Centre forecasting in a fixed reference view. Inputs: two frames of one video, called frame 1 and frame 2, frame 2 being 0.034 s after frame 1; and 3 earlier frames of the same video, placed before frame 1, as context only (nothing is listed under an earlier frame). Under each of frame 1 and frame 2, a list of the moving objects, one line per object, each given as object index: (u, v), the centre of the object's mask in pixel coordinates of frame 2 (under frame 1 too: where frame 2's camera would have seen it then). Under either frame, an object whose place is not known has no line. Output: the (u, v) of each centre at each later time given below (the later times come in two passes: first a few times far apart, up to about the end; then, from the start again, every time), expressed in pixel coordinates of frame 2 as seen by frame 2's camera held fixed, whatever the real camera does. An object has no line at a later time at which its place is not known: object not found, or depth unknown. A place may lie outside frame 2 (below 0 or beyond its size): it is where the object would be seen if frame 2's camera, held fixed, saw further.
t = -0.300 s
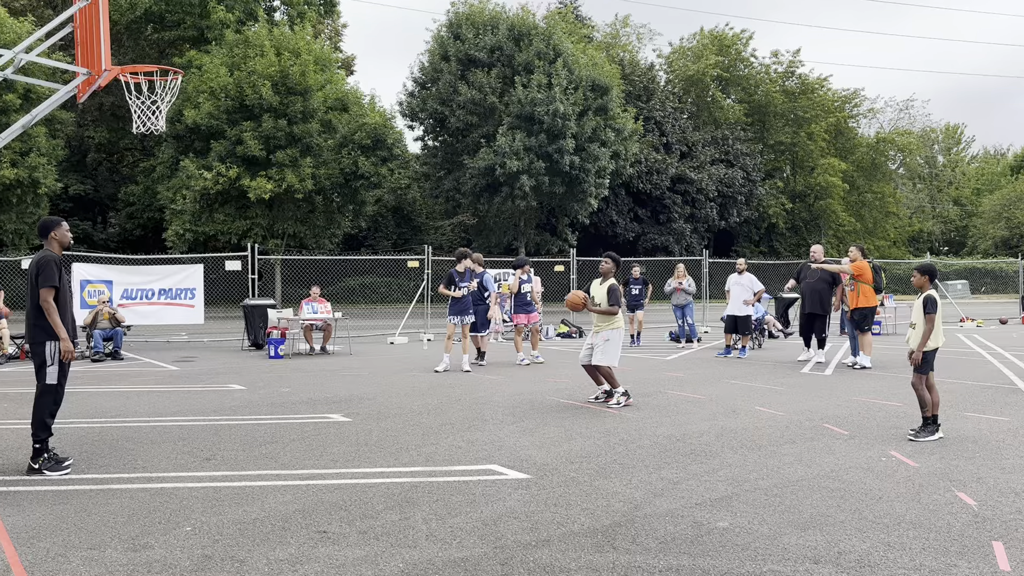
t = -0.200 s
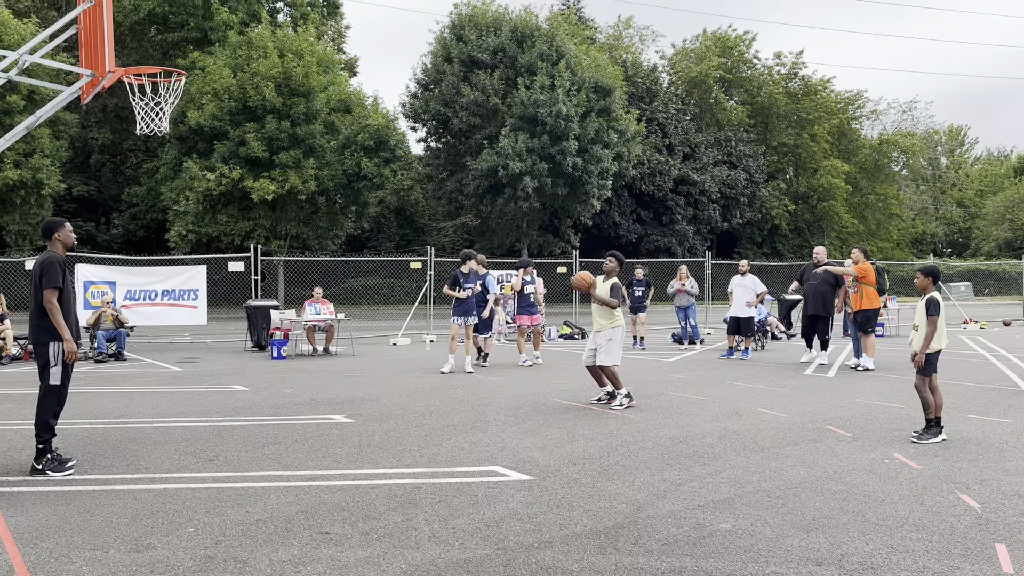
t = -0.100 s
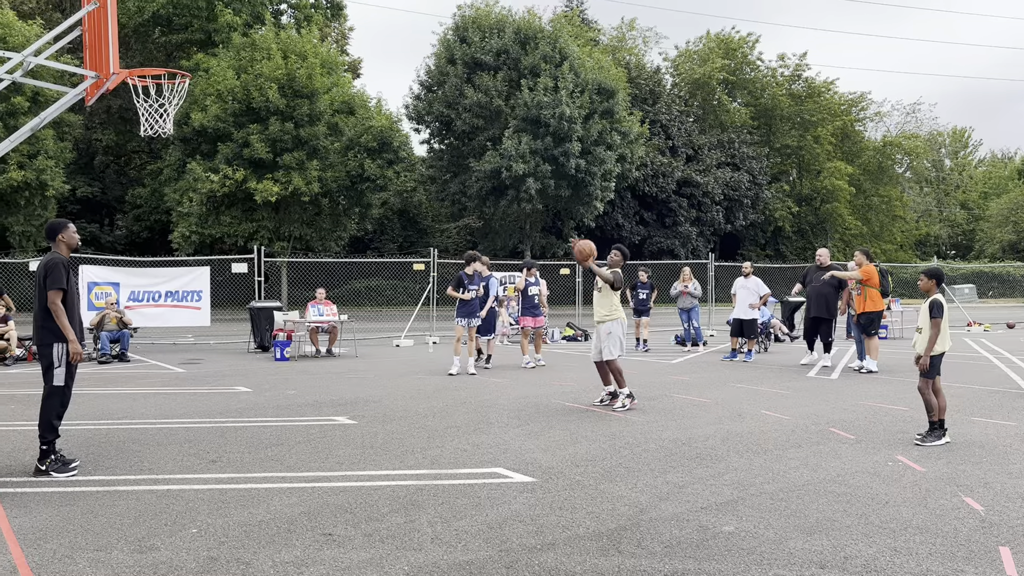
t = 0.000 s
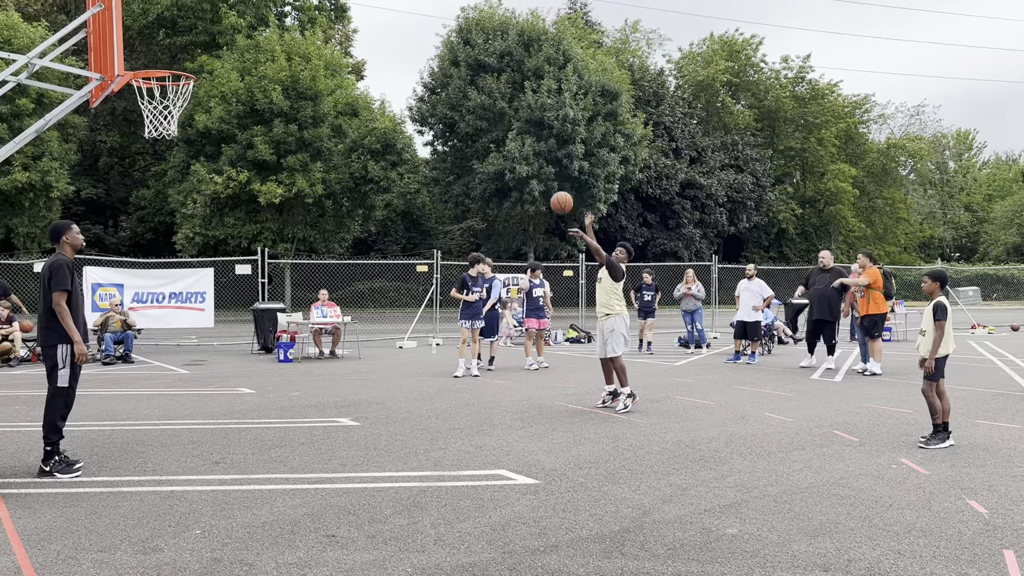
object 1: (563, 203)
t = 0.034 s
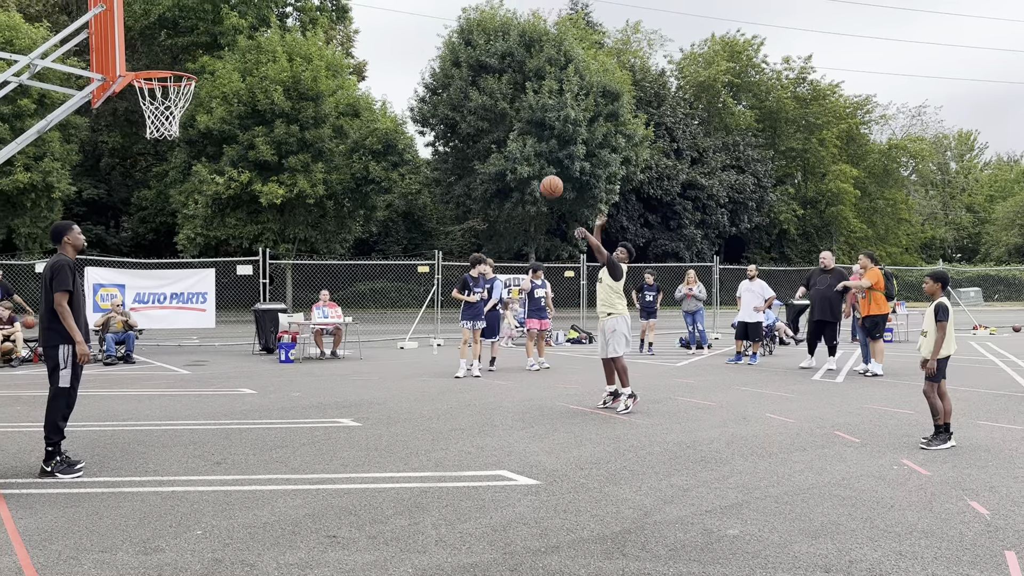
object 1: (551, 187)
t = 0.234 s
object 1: (480, 104)
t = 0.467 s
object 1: (385, 47)
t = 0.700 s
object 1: (277, 45)
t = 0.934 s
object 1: (192, 103)
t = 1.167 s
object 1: (164, 232)
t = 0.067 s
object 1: (540, 171)
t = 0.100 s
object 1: (528, 156)
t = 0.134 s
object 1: (517, 142)
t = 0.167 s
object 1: (504, 129)
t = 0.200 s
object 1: (493, 116)
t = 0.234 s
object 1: (480, 104)
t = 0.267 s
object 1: (467, 93)
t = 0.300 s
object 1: (454, 83)
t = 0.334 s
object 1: (441, 74)
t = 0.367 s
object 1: (427, 66)
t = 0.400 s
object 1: (413, 58)
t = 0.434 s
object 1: (399, 52)
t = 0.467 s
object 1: (385, 47)
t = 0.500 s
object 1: (370, 43)
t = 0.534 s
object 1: (355, 40)
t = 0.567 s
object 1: (341, 39)
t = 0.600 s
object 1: (326, 38)
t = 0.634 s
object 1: (309, 39)
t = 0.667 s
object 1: (294, 41)
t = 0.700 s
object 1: (277, 45)
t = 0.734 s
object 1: (259, 49)
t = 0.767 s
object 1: (241, 55)
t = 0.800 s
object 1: (224, 64)
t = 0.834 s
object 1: (206, 73)
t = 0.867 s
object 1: (198, 82)
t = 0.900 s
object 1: (195, 92)
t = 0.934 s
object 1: (192, 103)
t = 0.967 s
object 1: (189, 116)
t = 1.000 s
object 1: (185, 131)
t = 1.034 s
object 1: (182, 147)
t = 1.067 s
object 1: (178, 166)
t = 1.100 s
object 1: (173, 185)
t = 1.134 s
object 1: (169, 208)
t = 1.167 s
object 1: (164, 232)
